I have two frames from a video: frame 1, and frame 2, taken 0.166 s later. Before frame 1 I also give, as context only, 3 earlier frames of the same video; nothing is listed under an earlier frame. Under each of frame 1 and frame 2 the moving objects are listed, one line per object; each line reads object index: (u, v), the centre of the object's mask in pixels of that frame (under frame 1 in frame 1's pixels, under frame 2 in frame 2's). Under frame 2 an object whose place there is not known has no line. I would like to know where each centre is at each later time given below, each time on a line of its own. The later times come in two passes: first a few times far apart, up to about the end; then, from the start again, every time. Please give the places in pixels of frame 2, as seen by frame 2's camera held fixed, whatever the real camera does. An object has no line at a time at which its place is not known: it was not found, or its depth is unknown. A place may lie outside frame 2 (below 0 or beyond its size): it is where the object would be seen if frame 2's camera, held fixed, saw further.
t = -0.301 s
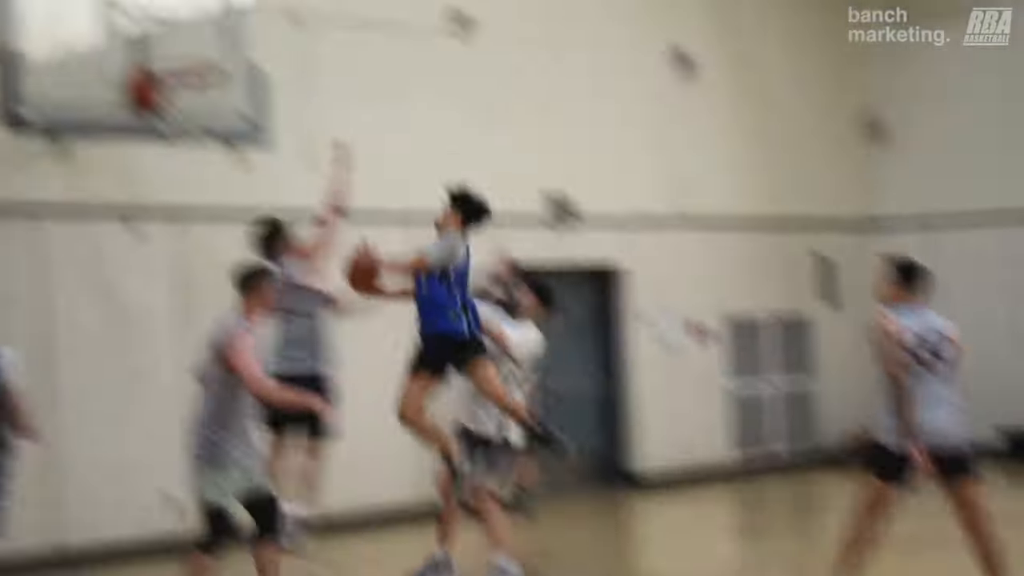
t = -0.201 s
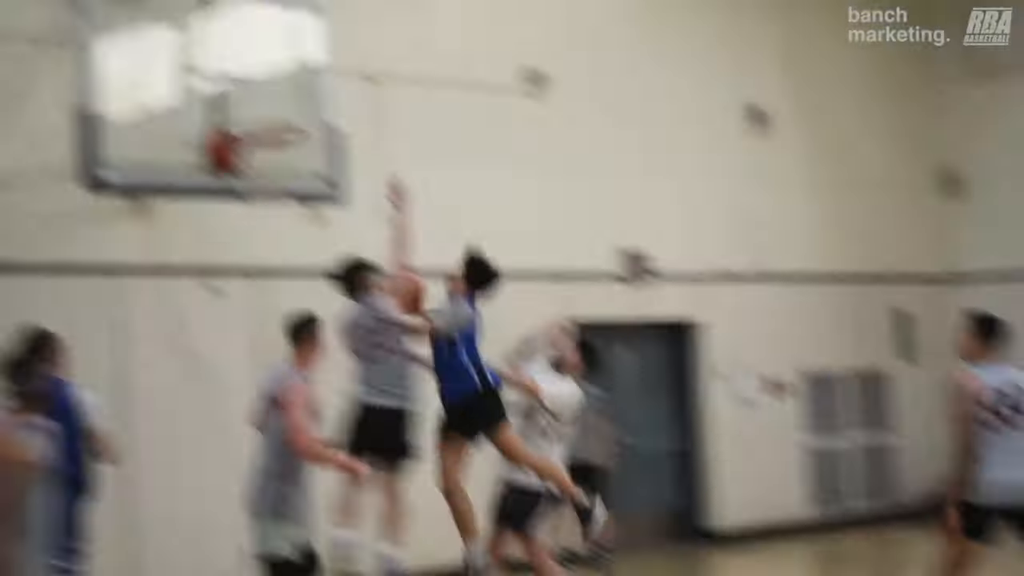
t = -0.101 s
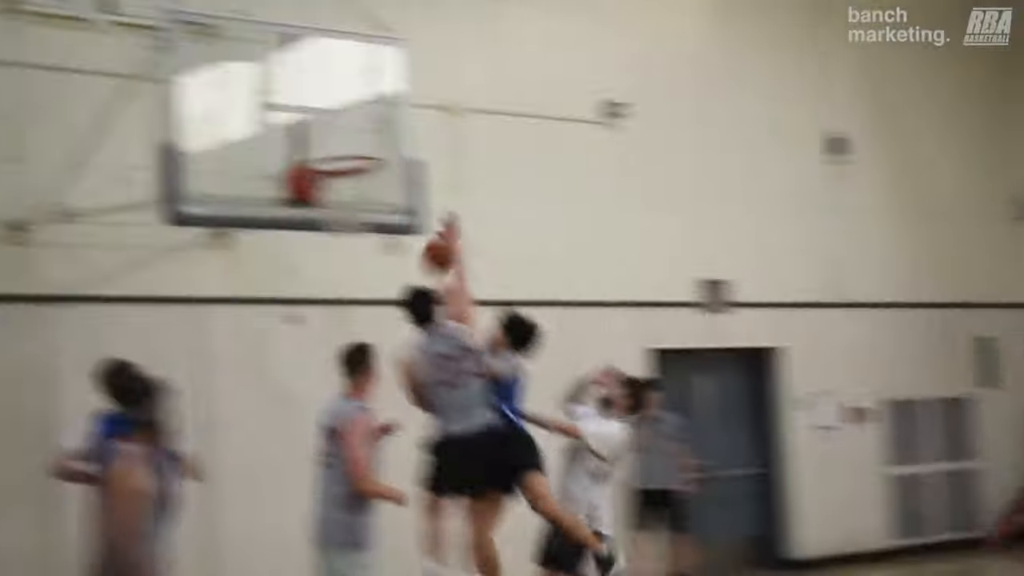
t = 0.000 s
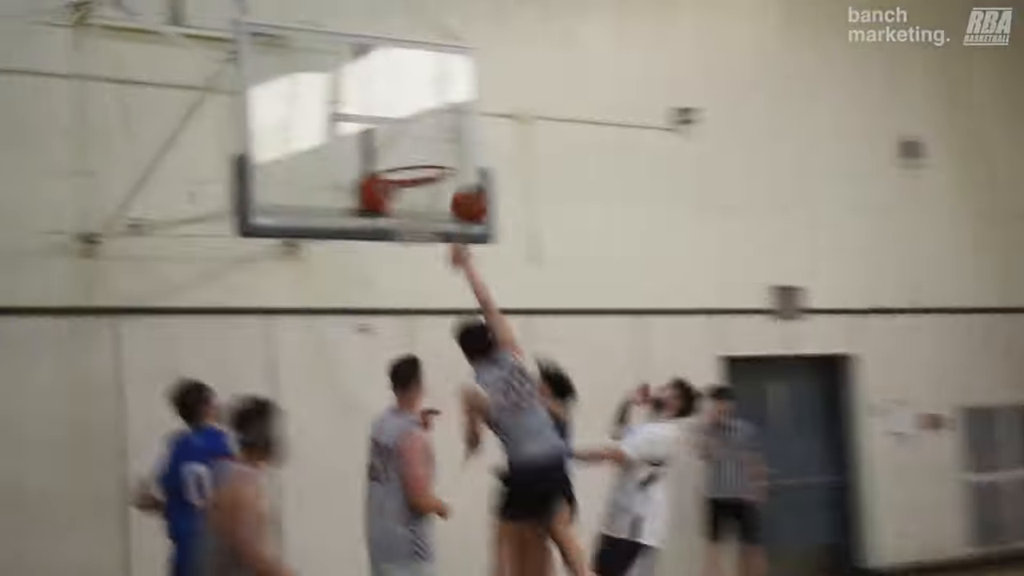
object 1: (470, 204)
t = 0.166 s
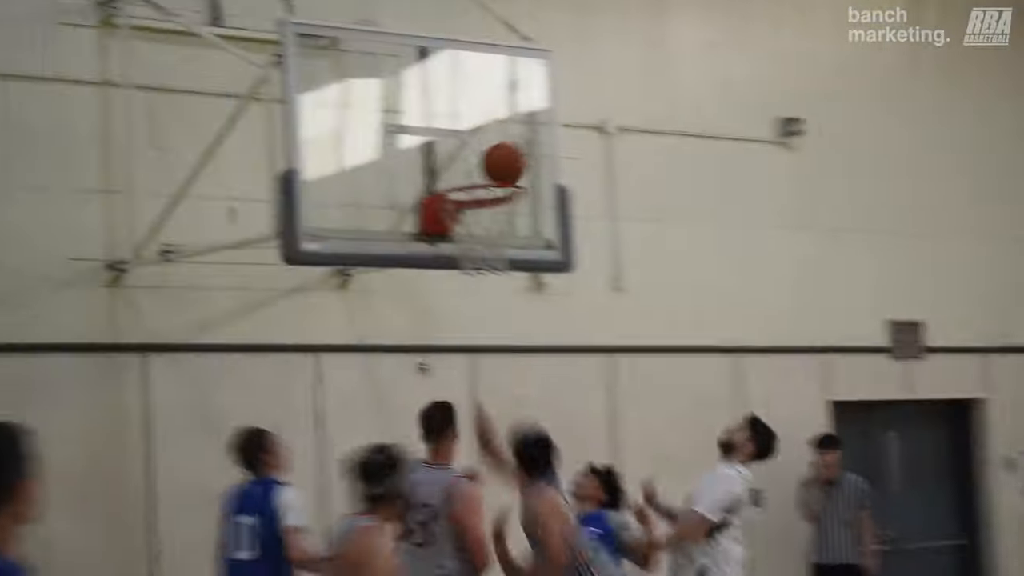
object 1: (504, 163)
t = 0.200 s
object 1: (502, 157)
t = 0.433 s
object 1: (489, 166)
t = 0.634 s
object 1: (469, 193)
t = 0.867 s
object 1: (464, 246)
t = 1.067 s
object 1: (496, 294)
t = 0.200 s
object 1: (502, 157)
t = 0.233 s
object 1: (499, 153)
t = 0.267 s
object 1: (498, 151)
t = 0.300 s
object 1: (496, 150)
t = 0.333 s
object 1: (494, 151)
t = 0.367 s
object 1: (492, 154)
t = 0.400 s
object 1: (490, 160)
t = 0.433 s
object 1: (489, 166)
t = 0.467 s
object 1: (485, 166)
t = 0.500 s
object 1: (481, 167)
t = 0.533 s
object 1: (477, 171)
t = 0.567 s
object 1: (475, 178)
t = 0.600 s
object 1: (471, 185)
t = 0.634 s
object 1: (469, 193)
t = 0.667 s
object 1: (467, 205)
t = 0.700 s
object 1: (466, 218)
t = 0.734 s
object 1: (460, 226)
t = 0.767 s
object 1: (459, 234)
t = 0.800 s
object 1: (460, 238)
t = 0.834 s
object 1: (462, 242)
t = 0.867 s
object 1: (464, 246)
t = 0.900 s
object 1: (470, 251)
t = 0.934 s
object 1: (475, 255)
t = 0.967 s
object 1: (479, 263)
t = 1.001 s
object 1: (484, 271)
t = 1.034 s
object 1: (490, 281)
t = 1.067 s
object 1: (496, 294)
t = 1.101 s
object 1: (501, 308)
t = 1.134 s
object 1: (506, 324)
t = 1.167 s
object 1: (513, 344)
